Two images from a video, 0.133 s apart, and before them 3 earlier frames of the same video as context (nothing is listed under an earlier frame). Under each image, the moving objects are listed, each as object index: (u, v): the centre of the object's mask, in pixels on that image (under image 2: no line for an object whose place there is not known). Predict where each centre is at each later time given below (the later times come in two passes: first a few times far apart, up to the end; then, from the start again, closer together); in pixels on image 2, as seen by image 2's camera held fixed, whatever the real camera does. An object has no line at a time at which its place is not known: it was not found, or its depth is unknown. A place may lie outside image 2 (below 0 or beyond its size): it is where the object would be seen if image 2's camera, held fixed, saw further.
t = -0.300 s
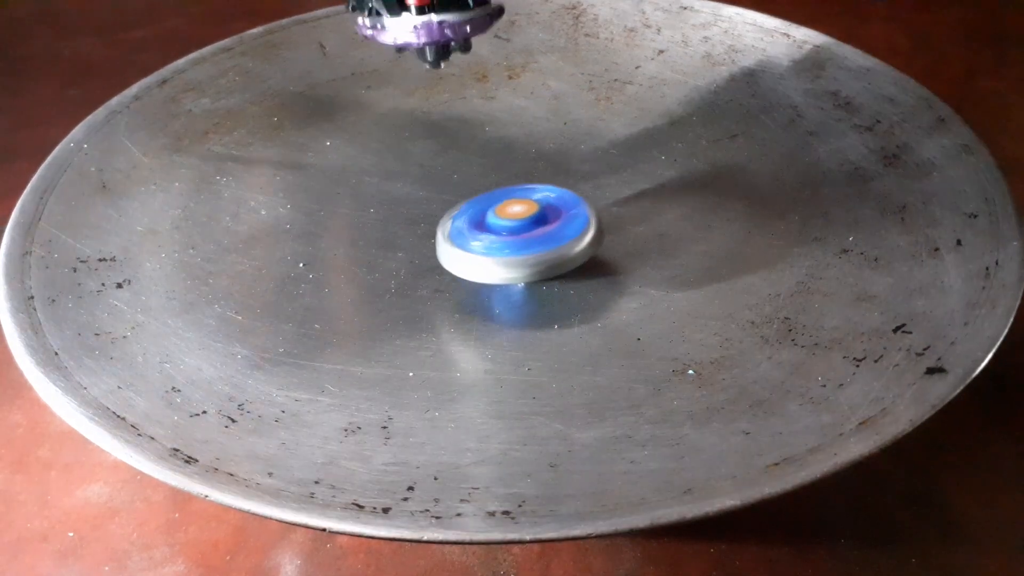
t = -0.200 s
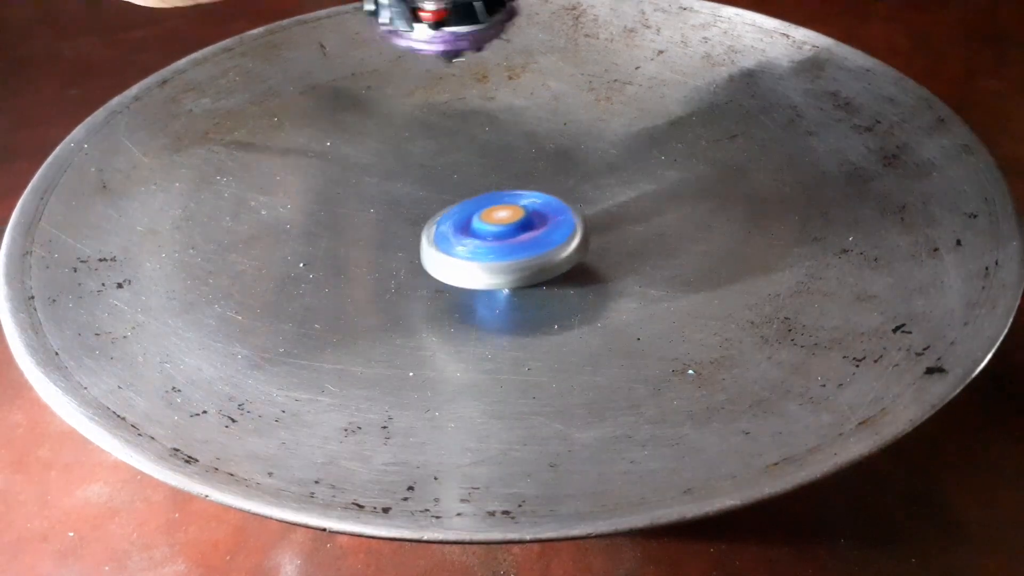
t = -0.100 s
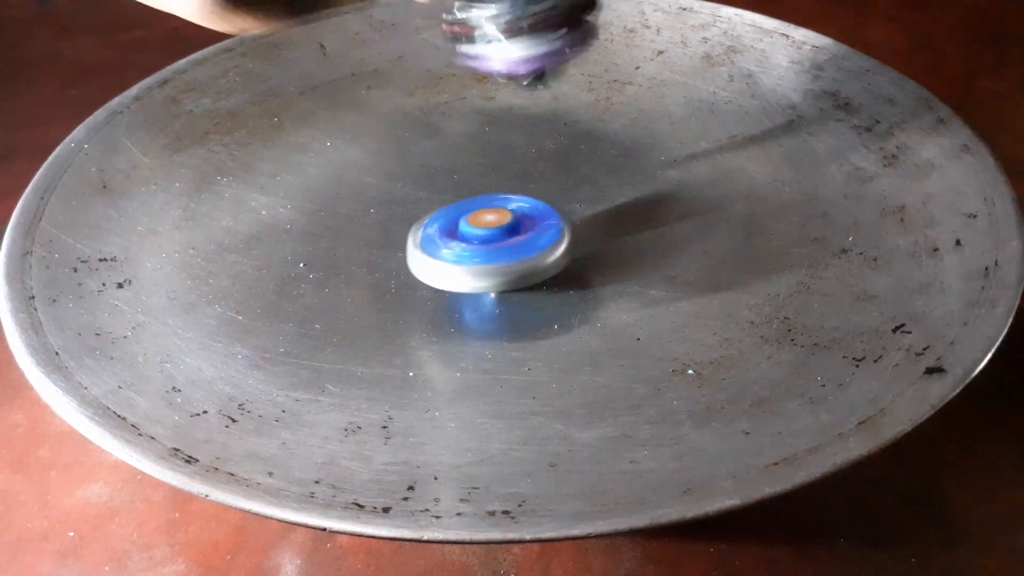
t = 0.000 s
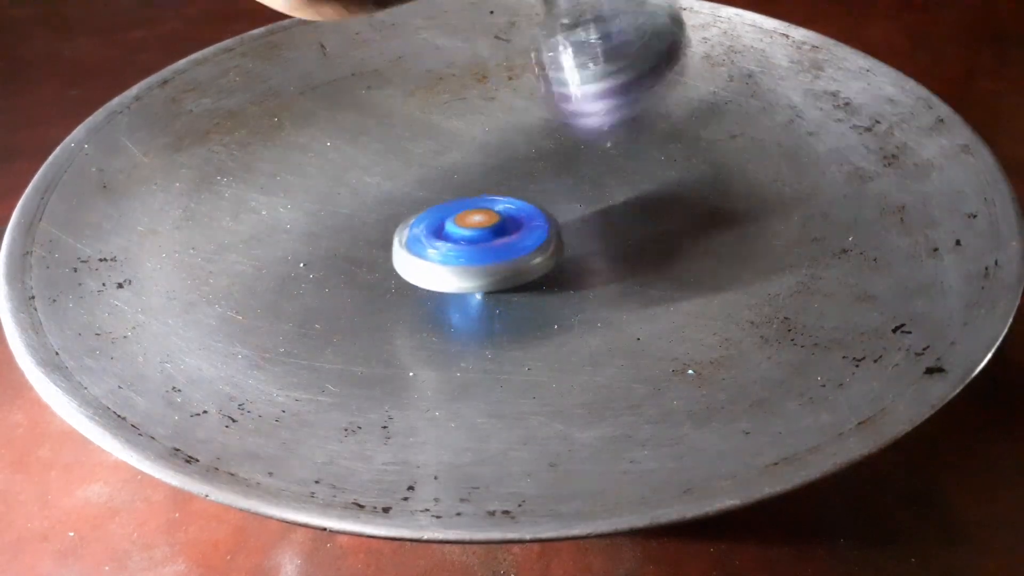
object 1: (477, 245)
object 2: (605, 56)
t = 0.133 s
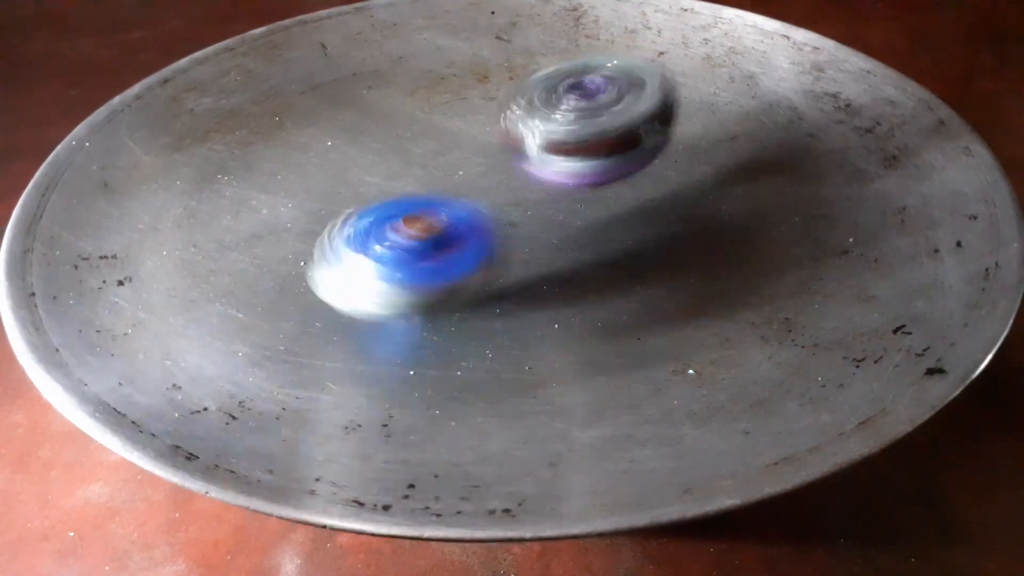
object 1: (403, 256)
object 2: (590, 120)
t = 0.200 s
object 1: (288, 290)
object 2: (630, 159)
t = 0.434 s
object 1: (218, 291)
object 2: (566, 221)
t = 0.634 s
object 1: (363, 259)
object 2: (565, 220)
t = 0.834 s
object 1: (441, 199)
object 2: (603, 204)
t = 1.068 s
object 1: (412, 135)
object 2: (580, 188)
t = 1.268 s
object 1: (385, 114)
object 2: (526, 182)
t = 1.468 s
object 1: (372, 106)
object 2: (479, 178)
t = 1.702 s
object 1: (372, 99)
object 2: (436, 170)
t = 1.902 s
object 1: (393, 86)
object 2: (427, 178)
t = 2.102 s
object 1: (428, 98)
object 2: (425, 179)
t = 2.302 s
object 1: (489, 111)
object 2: (427, 181)
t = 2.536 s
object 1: (549, 83)
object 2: (409, 188)
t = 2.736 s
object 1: (528, 88)
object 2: (431, 184)
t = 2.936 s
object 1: (529, 105)
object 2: (449, 168)
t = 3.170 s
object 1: (572, 111)
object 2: (408, 178)
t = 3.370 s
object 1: (608, 97)
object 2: (379, 198)
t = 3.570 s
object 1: (547, 129)
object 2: (397, 201)
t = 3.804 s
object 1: (531, 166)
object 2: (380, 210)
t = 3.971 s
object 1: (546, 183)
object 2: (361, 214)
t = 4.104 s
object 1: (531, 196)
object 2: (370, 212)
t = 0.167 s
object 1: (346, 279)
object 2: (612, 126)
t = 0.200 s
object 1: (288, 290)
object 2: (630, 159)
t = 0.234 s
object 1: (237, 296)
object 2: (630, 151)
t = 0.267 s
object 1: (195, 303)
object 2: (624, 172)
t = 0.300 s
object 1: (173, 303)
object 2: (613, 177)
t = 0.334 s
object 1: (166, 299)
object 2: (599, 199)
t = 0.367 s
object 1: (174, 298)
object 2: (584, 210)
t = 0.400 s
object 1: (193, 295)
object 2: (573, 218)
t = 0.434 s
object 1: (218, 291)
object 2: (566, 221)
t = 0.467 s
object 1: (243, 288)
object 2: (564, 221)
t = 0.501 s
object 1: (269, 281)
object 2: (564, 221)
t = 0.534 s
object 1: (294, 276)
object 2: (565, 220)
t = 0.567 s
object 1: (319, 271)
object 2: (566, 220)
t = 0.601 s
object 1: (343, 265)
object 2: (565, 220)
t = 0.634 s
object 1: (363, 259)
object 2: (565, 220)
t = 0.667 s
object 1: (382, 252)
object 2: (566, 219)
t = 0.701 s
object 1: (391, 239)
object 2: (583, 214)
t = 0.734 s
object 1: (402, 229)
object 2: (596, 214)
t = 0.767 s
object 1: (418, 219)
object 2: (603, 211)
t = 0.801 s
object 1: (432, 208)
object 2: (605, 208)
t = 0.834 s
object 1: (441, 199)
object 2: (603, 204)
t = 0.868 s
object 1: (441, 186)
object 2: (606, 202)
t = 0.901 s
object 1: (437, 173)
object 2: (608, 201)
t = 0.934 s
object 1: (432, 163)
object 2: (604, 198)
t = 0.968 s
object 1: (427, 153)
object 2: (600, 196)
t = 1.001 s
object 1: (423, 146)
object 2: (594, 193)
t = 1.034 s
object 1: (418, 140)
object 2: (588, 191)
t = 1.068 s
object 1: (412, 135)
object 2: (580, 188)
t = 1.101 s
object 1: (407, 130)
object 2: (571, 187)
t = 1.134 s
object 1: (402, 125)
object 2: (563, 185)
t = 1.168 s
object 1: (397, 122)
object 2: (553, 184)
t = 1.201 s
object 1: (393, 119)
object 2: (544, 183)
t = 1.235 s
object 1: (389, 116)
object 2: (535, 182)
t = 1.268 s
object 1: (385, 114)
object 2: (526, 182)
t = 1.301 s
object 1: (382, 112)
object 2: (517, 182)
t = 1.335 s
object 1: (380, 110)
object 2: (508, 181)
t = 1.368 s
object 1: (377, 109)
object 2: (499, 180)
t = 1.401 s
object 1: (374, 107)
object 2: (492, 179)
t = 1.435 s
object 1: (373, 106)
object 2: (486, 179)
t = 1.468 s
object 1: (372, 106)
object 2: (479, 178)
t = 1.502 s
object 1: (370, 104)
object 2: (473, 178)
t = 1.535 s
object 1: (369, 104)
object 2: (467, 177)
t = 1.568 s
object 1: (368, 103)
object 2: (460, 176)
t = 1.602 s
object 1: (368, 102)
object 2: (454, 175)
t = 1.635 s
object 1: (369, 101)
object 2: (447, 173)
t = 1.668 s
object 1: (370, 100)
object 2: (441, 171)
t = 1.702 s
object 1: (372, 99)
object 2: (436, 170)
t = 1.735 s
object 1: (375, 98)
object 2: (432, 168)
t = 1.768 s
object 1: (379, 96)
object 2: (428, 166)
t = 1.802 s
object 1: (383, 95)
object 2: (428, 178)
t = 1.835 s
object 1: (386, 91)
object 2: (428, 180)
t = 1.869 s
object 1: (389, 88)
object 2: (428, 179)
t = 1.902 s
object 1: (393, 86)
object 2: (427, 178)
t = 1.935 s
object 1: (399, 87)
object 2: (426, 178)
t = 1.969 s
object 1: (404, 89)
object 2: (426, 179)
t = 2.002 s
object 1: (409, 91)
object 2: (426, 180)
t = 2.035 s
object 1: (414, 93)
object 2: (426, 179)
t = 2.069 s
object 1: (420, 95)
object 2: (426, 179)
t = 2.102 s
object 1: (428, 98)
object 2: (425, 179)
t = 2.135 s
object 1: (436, 100)
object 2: (426, 179)
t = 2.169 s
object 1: (445, 102)
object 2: (426, 179)
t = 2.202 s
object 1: (456, 105)
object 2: (426, 179)
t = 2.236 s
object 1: (469, 107)
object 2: (427, 181)
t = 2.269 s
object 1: (480, 108)
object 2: (427, 181)
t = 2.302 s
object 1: (489, 111)
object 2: (427, 181)
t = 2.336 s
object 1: (498, 112)
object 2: (427, 179)
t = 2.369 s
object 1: (504, 112)
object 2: (426, 178)
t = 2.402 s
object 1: (519, 117)
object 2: (412, 185)
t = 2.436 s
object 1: (532, 110)
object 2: (406, 187)
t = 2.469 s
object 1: (540, 90)
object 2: (405, 187)
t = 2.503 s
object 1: (547, 85)
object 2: (407, 188)
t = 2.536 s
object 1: (549, 83)
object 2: (409, 188)
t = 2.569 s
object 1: (547, 81)
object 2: (411, 189)
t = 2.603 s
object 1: (543, 81)
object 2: (415, 189)
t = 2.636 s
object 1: (539, 82)
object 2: (418, 189)
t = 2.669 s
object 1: (534, 83)
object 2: (422, 187)
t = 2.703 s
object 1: (531, 85)
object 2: (426, 185)
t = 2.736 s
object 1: (528, 88)
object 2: (431, 184)
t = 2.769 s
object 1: (525, 92)
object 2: (434, 182)
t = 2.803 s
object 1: (523, 94)
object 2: (438, 179)
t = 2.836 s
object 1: (521, 95)
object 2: (442, 176)
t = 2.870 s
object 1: (523, 98)
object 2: (445, 173)
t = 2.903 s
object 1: (525, 102)
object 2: (447, 171)
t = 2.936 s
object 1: (529, 105)
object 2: (449, 168)
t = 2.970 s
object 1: (534, 106)
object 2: (442, 170)
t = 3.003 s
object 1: (540, 107)
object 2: (441, 169)
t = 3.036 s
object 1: (545, 109)
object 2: (441, 168)
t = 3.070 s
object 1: (549, 112)
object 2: (441, 166)
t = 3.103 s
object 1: (552, 115)
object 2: (442, 166)
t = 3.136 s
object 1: (554, 118)
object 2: (437, 166)
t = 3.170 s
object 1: (572, 111)
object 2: (408, 178)
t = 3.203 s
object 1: (594, 102)
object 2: (389, 185)
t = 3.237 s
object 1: (610, 97)
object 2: (379, 188)
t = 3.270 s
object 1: (619, 93)
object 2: (376, 191)
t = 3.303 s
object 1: (620, 92)
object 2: (376, 194)
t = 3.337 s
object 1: (616, 94)
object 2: (377, 196)
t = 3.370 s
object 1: (608, 97)
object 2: (379, 198)
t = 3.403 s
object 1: (600, 100)
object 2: (381, 199)
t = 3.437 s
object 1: (590, 105)
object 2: (385, 200)
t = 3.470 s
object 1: (580, 110)
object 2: (388, 201)
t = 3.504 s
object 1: (570, 115)
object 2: (391, 201)
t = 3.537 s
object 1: (558, 122)
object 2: (394, 202)
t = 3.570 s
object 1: (547, 129)
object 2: (397, 201)
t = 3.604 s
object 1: (539, 136)
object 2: (402, 201)
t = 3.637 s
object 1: (533, 142)
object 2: (405, 199)
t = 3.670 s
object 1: (530, 147)
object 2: (410, 198)
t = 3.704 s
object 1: (529, 151)
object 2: (400, 199)
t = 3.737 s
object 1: (529, 154)
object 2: (387, 206)
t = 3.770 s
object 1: (532, 159)
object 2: (382, 210)
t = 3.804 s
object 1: (531, 166)
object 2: (380, 210)
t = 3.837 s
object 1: (530, 173)
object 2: (381, 210)
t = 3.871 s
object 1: (529, 179)
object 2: (384, 210)
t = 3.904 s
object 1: (531, 181)
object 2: (369, 214)
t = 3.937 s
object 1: (540, 181)
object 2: (362, 214)
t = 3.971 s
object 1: (546, 183)
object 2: (361, 214)
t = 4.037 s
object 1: (539, 188)
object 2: (366, 214)
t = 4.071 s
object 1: (536, 192)
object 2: (368, 214)
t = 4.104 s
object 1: (531, 196)
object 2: (370, 212)
